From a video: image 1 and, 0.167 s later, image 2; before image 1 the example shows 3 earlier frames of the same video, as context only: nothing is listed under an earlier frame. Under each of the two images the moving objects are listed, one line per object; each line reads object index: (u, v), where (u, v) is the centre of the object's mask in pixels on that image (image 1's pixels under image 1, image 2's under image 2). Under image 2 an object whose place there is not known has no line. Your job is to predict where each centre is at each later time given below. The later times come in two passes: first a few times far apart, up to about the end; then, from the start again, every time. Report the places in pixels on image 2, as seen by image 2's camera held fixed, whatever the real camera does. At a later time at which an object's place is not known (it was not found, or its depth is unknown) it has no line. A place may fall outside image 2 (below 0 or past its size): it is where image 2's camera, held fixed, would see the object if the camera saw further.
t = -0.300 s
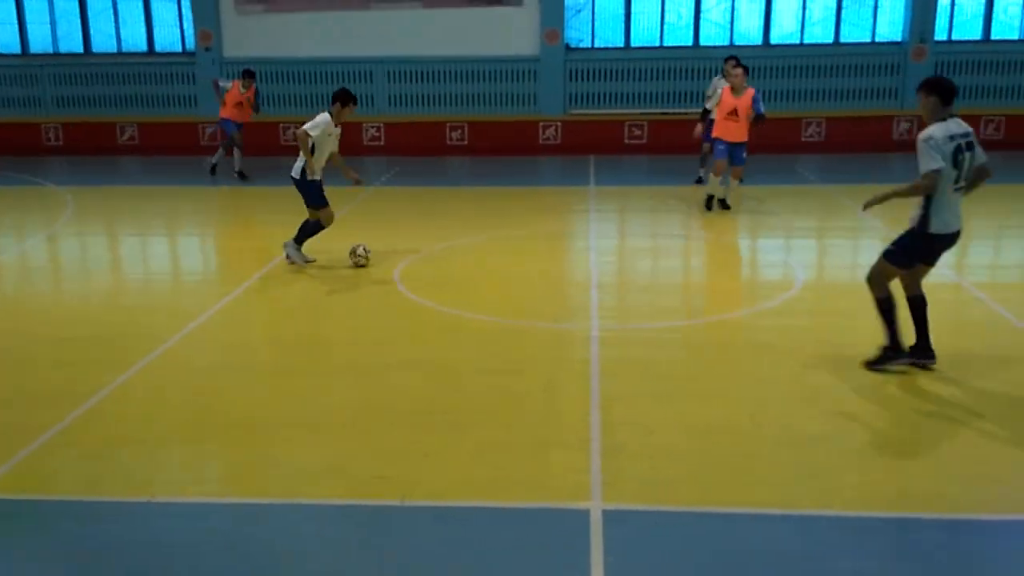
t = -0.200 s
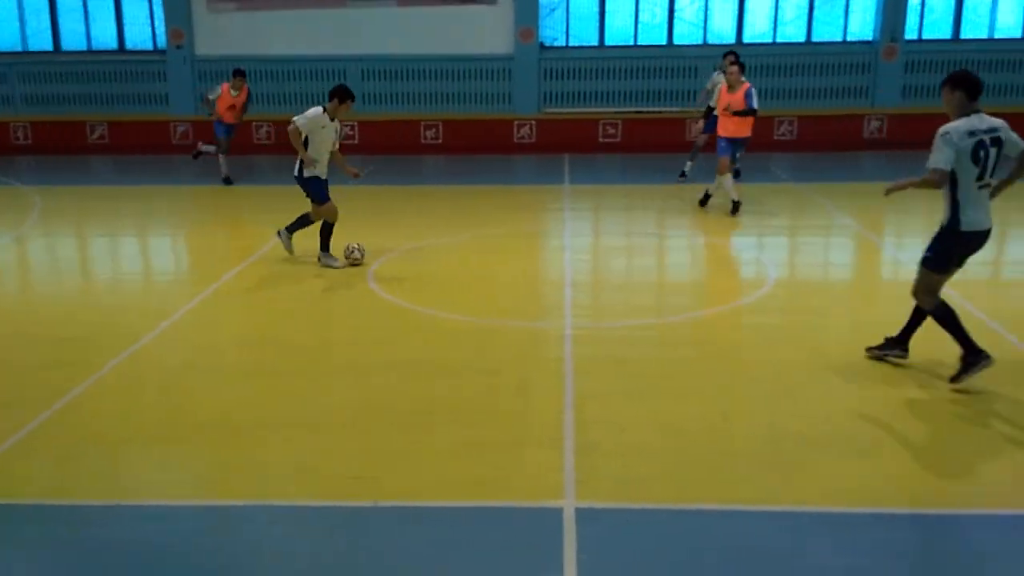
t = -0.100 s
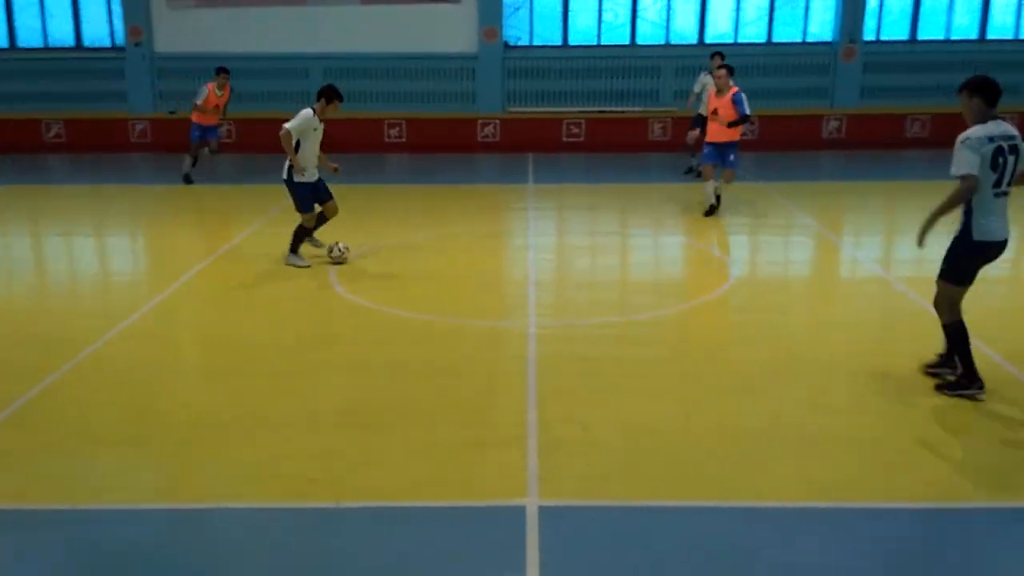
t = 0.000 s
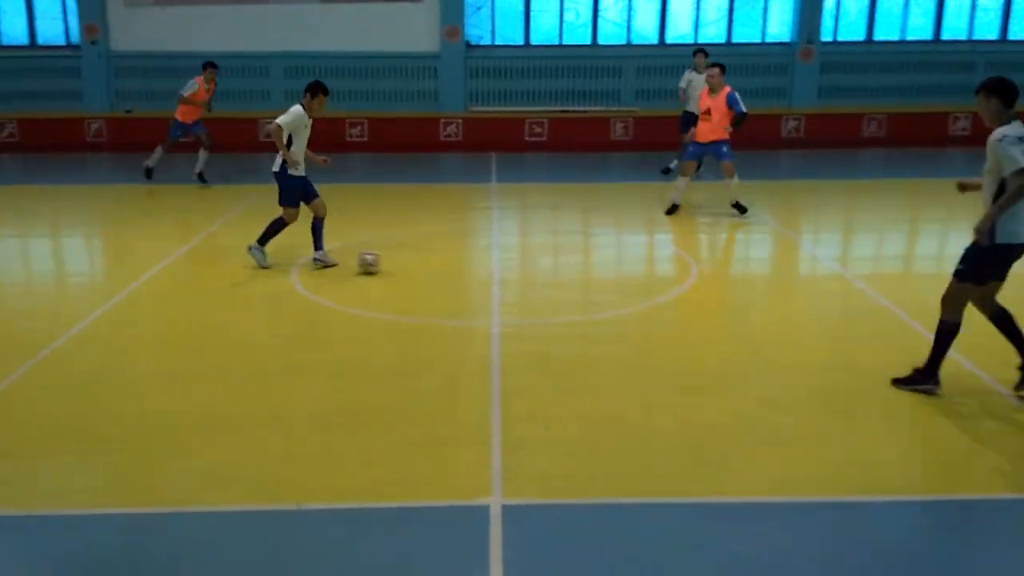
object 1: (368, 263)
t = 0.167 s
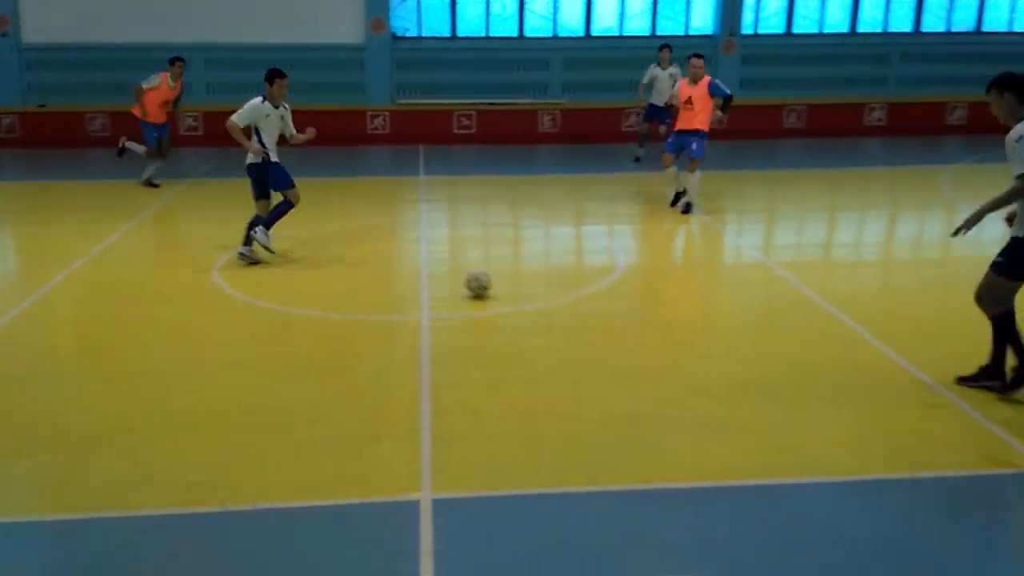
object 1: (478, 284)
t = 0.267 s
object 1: (597, 303)
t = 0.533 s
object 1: (955, 354)
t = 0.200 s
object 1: (517, 291)
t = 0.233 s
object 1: (556, 297)
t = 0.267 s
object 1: (597, 303)
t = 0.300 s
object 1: (638, 309)
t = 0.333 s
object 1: (680, 315)
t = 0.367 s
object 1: (722, 321)
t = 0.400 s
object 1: (767, 328)
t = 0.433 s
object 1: (812, 335)
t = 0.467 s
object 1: (859, 342)
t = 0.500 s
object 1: (906, 348)
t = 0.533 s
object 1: (955, 354)
